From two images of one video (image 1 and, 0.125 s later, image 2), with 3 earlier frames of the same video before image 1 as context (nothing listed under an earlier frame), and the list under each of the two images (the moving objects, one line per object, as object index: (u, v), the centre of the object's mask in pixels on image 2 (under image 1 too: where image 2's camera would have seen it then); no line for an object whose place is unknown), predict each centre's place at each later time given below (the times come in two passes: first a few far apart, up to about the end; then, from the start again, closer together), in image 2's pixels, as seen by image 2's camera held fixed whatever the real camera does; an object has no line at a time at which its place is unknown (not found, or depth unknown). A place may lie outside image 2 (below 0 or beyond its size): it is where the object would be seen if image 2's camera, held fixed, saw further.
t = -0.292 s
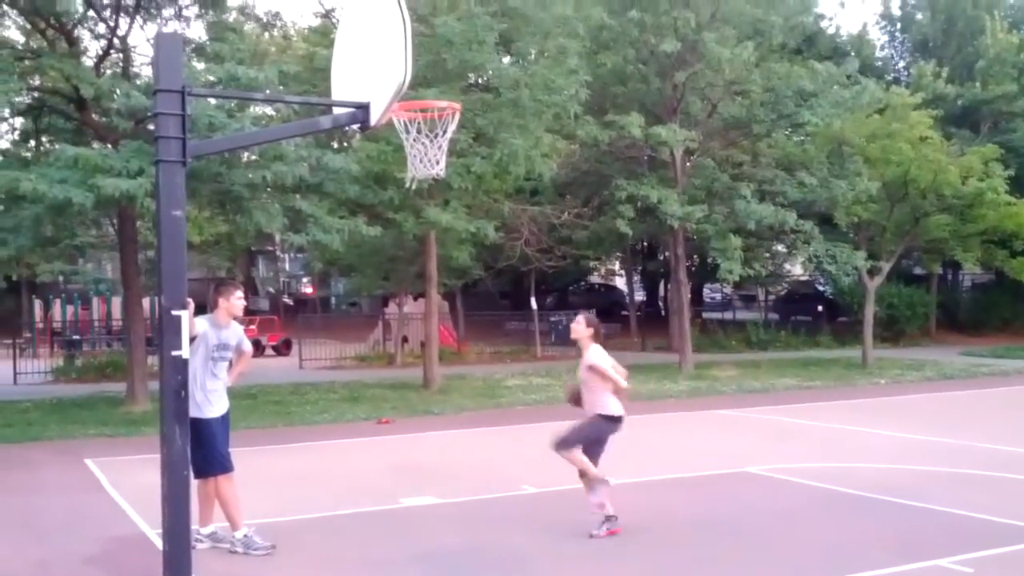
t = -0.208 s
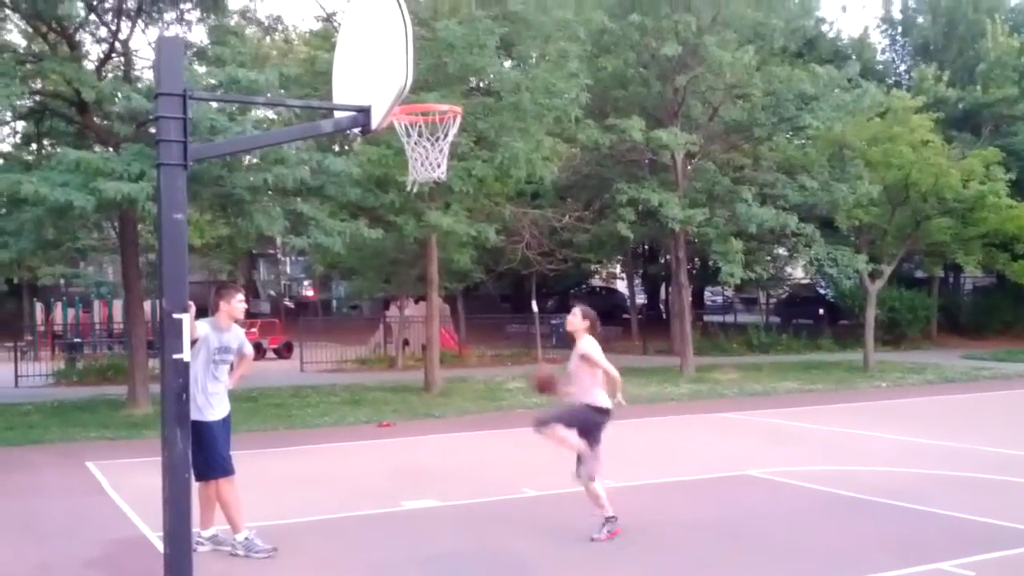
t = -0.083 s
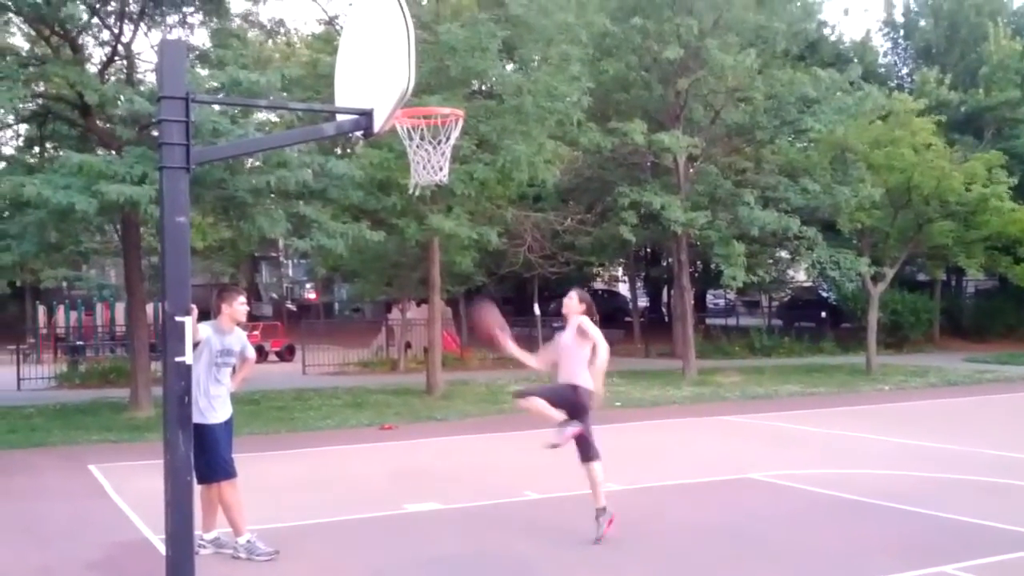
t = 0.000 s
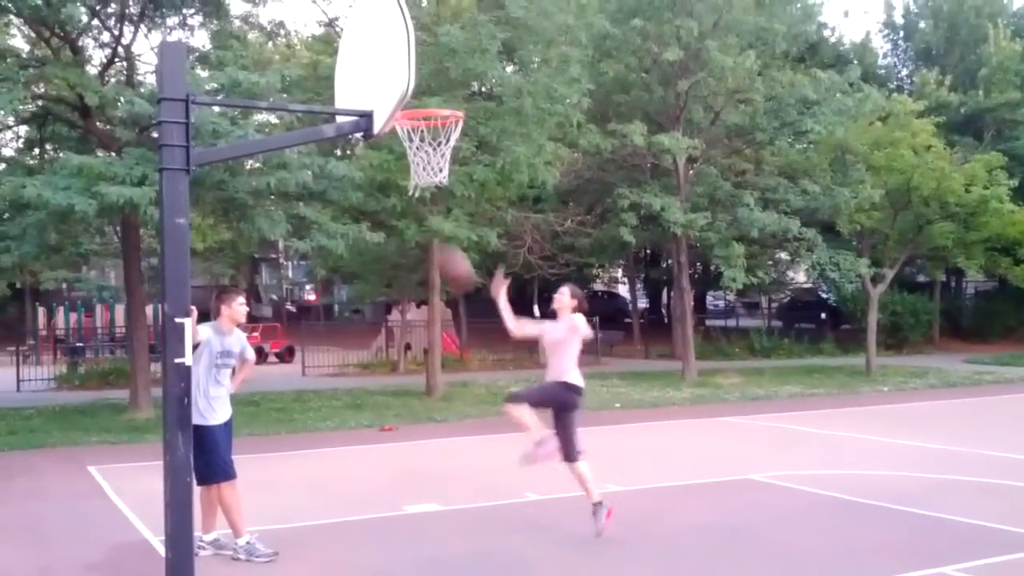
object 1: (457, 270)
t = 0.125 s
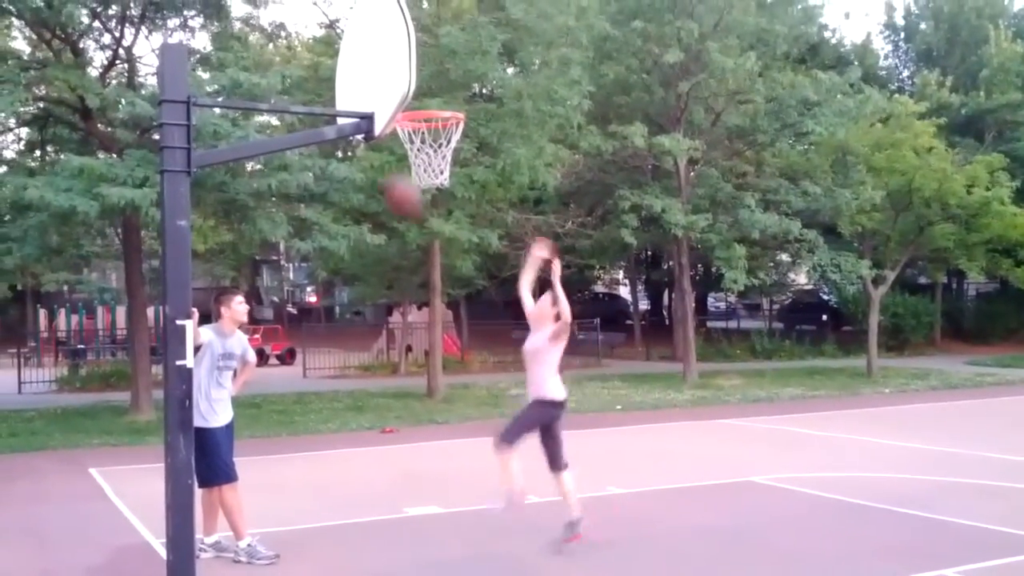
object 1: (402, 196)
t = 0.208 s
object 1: (364, 157)
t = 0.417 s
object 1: (298, 187)
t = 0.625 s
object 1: (222, 294)
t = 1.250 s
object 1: (73, 391)
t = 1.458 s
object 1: (55, 346)
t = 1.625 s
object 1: (41, 364)
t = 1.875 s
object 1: (22, 489)
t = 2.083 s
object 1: (8, 569)
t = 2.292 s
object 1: (-14, 476)
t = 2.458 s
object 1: (-28, 457)
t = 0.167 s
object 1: (384, 174)
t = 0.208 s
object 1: (364, 157)
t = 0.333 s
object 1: (324, 166)
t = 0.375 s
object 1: (311, 175)
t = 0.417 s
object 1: (298, 187)
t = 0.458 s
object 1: (283, 203)
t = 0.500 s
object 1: (268, 221)
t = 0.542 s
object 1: (254, 243)
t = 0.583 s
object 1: (238, 268)
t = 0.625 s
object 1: (222, 294)
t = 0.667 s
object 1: (209, 323)
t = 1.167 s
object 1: (80, 430)
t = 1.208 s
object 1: (76, 409)
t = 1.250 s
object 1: (73, 391)
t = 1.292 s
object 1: (68, 374)
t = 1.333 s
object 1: (65, 364)
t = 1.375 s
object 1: (61, 355)
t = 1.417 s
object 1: (58, 349)
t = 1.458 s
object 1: (55, 346)
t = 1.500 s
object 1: (51, 347)
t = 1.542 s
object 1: (47, 350)
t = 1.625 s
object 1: (41, 364)
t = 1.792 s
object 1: (29, 431)
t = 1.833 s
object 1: (27, 456)
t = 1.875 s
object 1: (22, 489)
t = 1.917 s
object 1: (21, 518)
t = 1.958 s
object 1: (19, 552)
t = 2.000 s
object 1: (17, 590)
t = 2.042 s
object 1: (14, 599)
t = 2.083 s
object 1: (8, 569)
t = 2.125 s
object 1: (3, 544)
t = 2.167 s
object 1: (-1, 526)
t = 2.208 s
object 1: (-5, 509)
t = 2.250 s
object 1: (-9, 492)
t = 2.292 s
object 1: (-14, 476)
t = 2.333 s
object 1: (-17, 467)
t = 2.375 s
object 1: (-21, 460)
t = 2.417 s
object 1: (-25, 457)
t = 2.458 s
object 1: (-28, 457)
